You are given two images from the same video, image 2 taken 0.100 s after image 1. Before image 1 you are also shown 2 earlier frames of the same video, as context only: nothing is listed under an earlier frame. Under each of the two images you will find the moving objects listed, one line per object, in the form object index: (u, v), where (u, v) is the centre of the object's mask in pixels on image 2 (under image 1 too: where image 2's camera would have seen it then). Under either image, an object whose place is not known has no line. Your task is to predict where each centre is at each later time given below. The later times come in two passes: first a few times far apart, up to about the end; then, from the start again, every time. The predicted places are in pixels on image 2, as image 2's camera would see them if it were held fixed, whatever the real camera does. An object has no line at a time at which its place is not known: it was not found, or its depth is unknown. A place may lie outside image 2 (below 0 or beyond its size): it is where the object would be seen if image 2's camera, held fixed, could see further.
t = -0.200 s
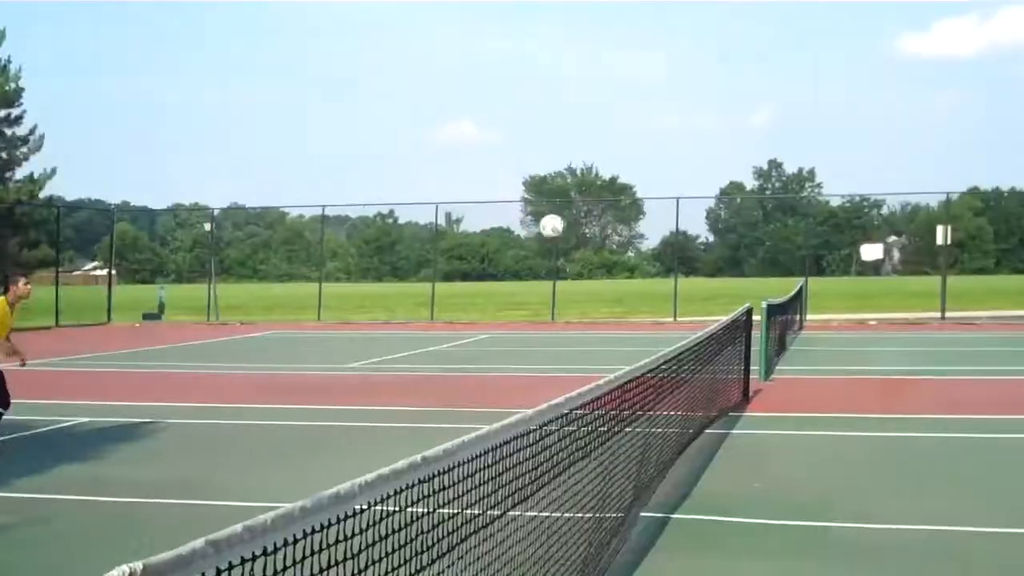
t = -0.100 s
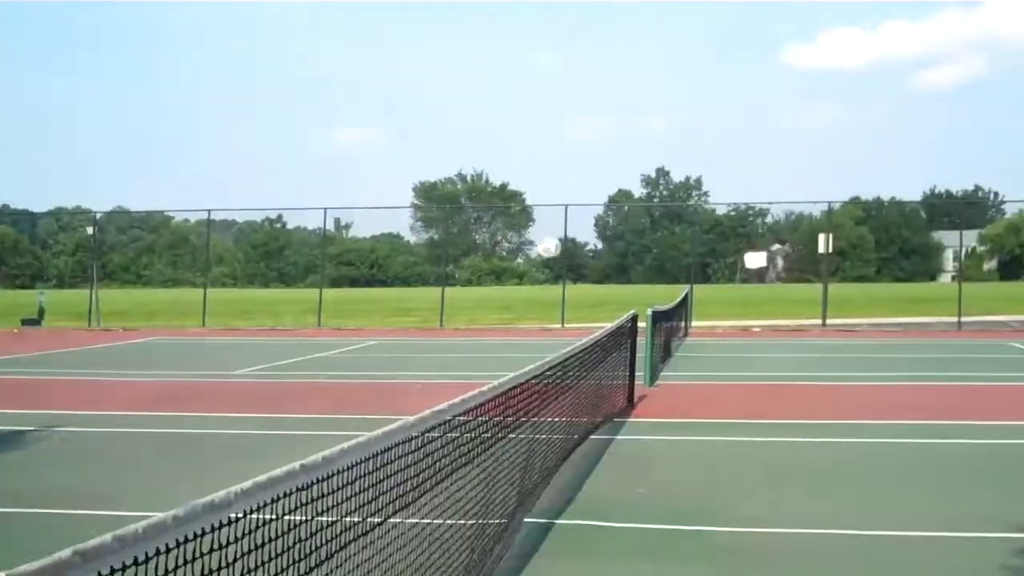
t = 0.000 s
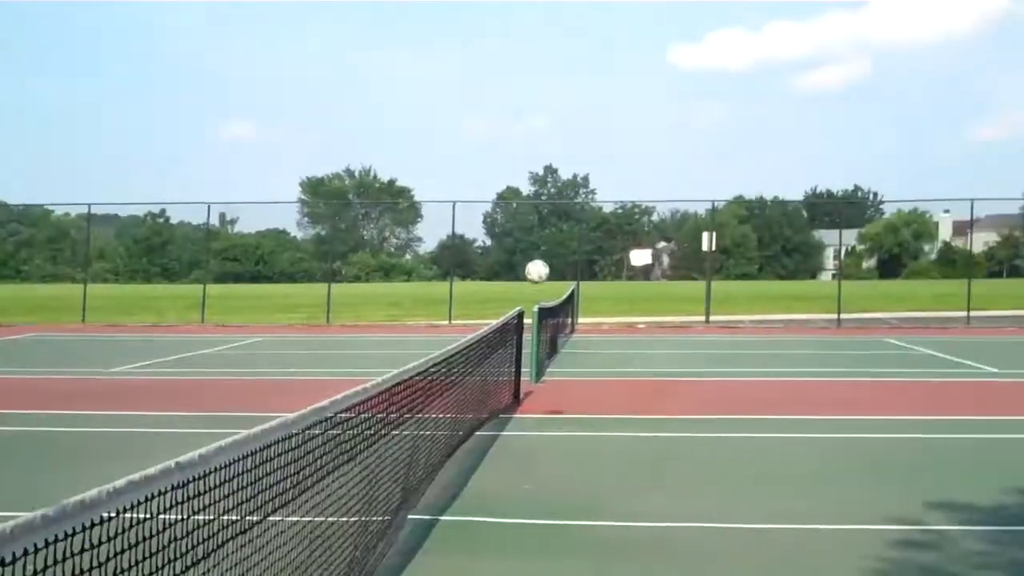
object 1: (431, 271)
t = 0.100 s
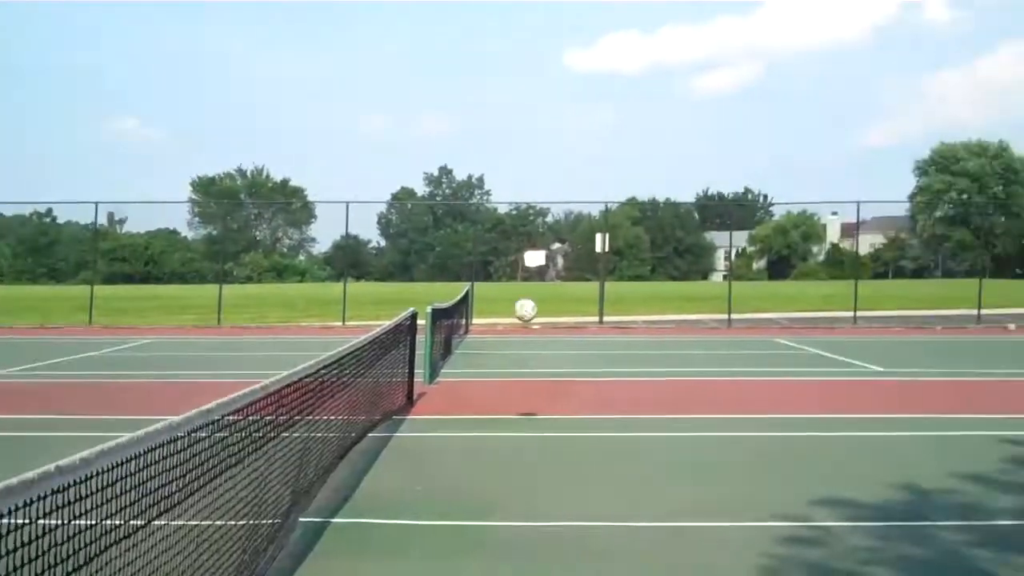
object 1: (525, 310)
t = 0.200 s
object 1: (611, 356)
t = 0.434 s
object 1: (758, 360)
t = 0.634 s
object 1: (850, 307)
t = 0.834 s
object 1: (935, 297)
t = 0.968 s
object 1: (988, 313)
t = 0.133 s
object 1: (554, 325)
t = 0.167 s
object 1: (583, 340)
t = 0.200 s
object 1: (611, 356)
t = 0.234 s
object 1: (638, 374)
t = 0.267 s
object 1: (665, 392)
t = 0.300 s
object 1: (690, 411)
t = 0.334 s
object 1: (709, 403)
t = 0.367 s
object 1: (726, 388)
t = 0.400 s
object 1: (743, 373)
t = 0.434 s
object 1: (758, 360)
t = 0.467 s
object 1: (774, 347)
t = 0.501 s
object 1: (790, 337)
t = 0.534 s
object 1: (805, 328)
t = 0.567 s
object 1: (820, 319)
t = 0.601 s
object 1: (836, 312)
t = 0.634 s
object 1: (850, 307)
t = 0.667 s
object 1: (864, 303)
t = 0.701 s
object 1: (879, 299)
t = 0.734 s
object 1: (894, 297)
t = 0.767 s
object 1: (908, 296)
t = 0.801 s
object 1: (922, 296)
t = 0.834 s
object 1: (935, 297)
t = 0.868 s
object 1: (949, 299)
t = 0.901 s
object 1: (963, 304)
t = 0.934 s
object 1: (975, 308)
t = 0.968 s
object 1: (988, 313)
